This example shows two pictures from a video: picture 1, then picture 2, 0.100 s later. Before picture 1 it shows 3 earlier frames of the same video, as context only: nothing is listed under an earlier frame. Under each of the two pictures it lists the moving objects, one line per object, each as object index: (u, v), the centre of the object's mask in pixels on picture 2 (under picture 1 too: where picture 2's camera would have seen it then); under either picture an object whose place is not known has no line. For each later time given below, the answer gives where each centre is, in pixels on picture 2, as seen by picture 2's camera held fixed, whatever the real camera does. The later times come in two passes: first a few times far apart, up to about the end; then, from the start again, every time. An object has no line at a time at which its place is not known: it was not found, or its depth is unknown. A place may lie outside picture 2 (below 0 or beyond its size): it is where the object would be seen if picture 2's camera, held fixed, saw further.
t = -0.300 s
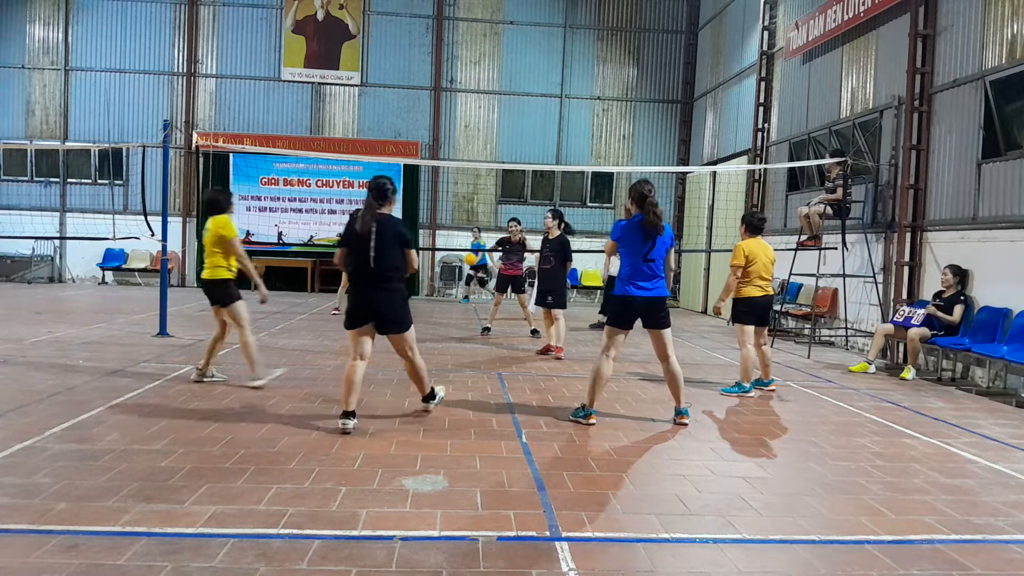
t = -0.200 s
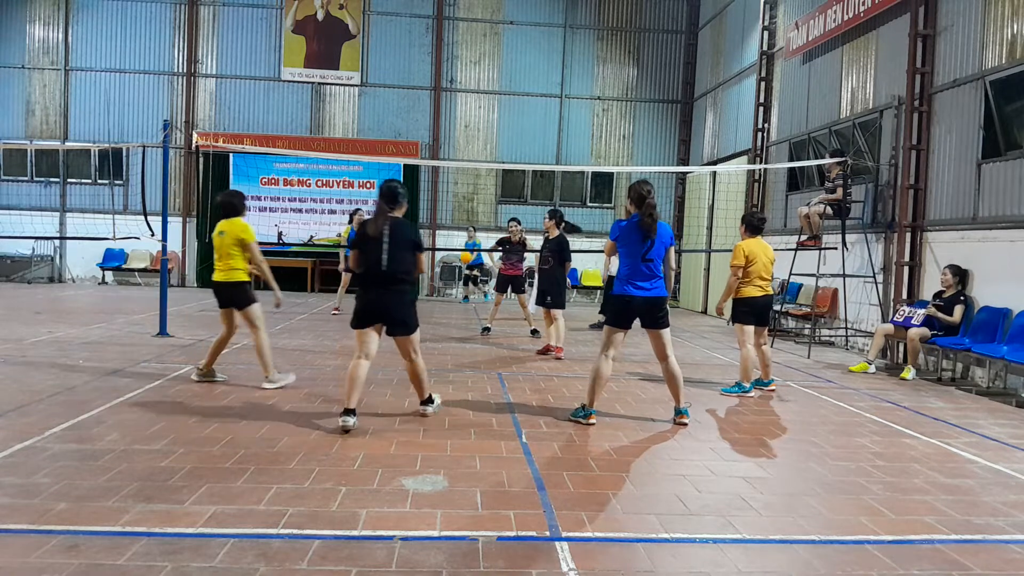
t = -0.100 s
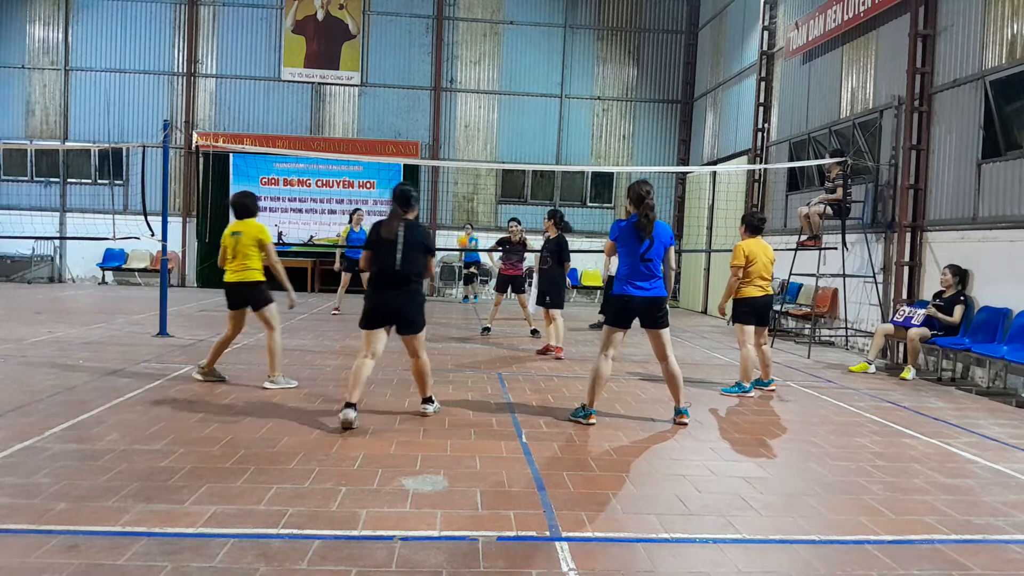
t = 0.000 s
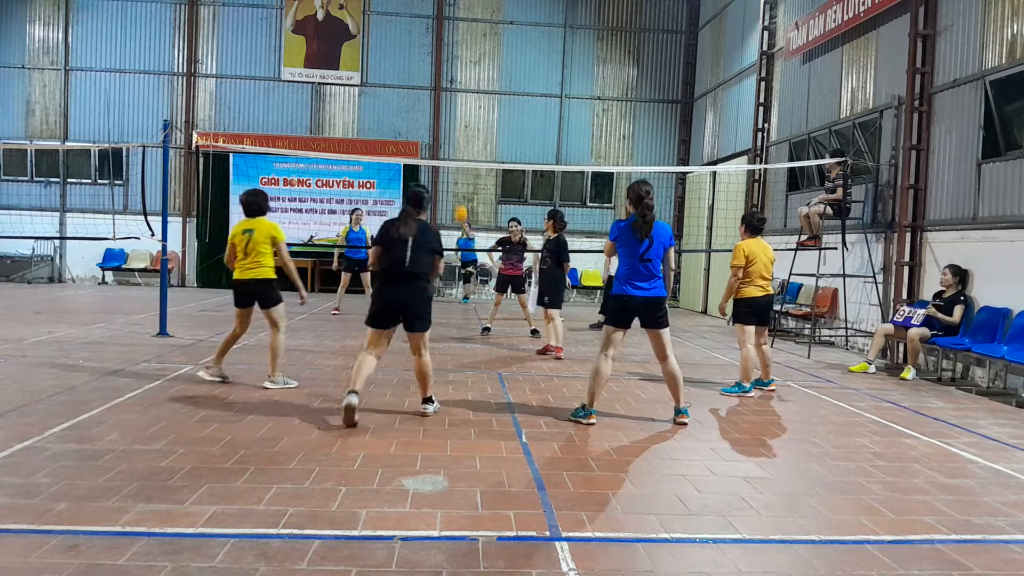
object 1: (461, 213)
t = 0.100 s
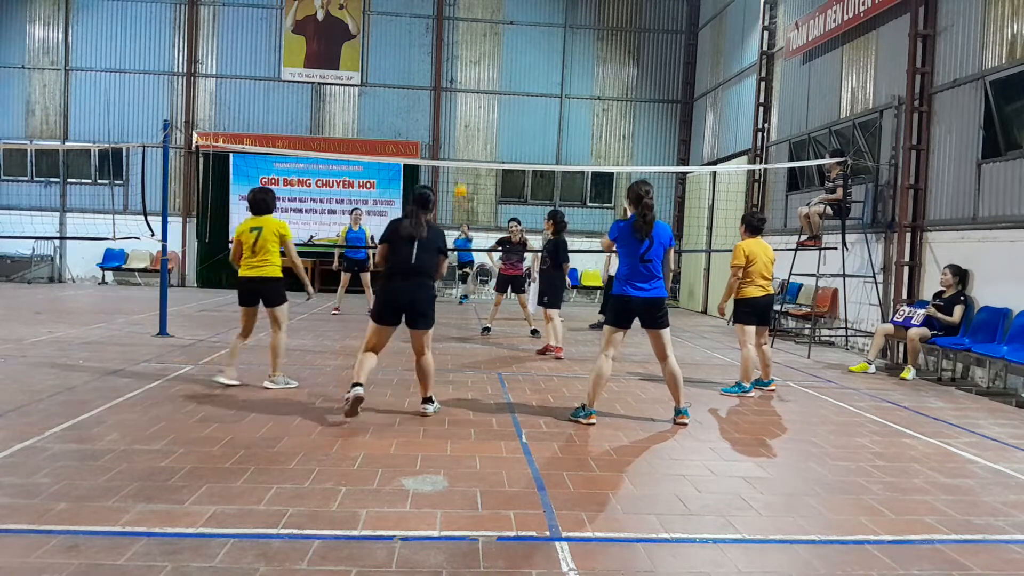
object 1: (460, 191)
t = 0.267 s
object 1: (458, 170)
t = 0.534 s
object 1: (456, 157)
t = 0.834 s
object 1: (451, 191)
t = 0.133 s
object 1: (460, 186)
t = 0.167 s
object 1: (460, 179)
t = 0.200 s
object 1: (459, 175)
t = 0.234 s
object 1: (459, 172)
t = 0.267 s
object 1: (458, 170)
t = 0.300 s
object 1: (458, 160)
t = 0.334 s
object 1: (458, 159)
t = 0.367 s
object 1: (458, 158)
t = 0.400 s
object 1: (457, 157)
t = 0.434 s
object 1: (457, 157)
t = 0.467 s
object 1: (457, 156)
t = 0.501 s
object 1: (456, 156)
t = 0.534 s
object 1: (456, 157)
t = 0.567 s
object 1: (455, 157)
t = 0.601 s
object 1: (455, 158)
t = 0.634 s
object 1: (455, 160)
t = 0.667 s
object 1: (453, 170)
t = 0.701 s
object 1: (453, 171)
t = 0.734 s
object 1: (452, 174)
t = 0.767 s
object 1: (452, 180)
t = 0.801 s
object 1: (451, 185)
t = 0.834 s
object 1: (451, 191)
